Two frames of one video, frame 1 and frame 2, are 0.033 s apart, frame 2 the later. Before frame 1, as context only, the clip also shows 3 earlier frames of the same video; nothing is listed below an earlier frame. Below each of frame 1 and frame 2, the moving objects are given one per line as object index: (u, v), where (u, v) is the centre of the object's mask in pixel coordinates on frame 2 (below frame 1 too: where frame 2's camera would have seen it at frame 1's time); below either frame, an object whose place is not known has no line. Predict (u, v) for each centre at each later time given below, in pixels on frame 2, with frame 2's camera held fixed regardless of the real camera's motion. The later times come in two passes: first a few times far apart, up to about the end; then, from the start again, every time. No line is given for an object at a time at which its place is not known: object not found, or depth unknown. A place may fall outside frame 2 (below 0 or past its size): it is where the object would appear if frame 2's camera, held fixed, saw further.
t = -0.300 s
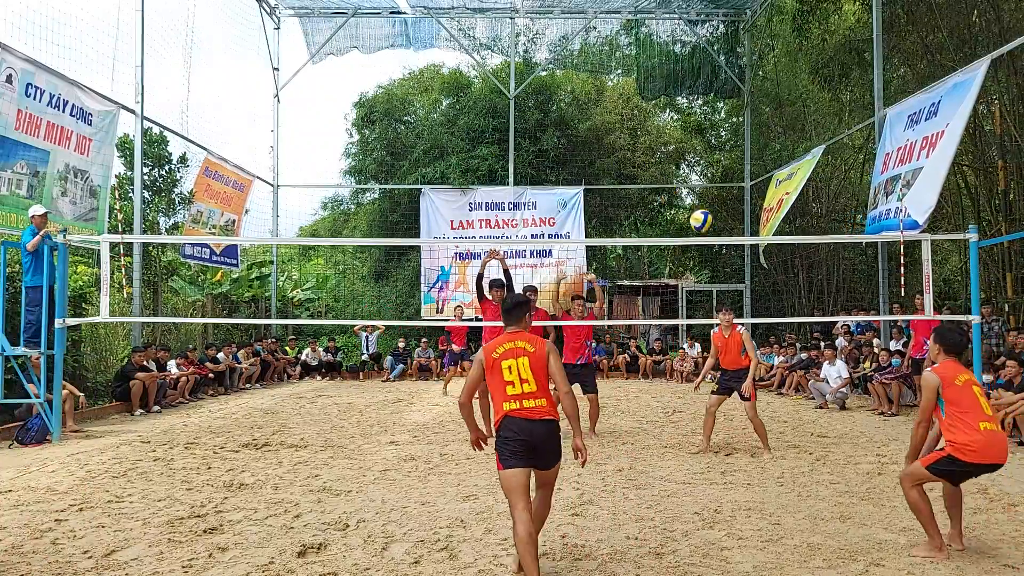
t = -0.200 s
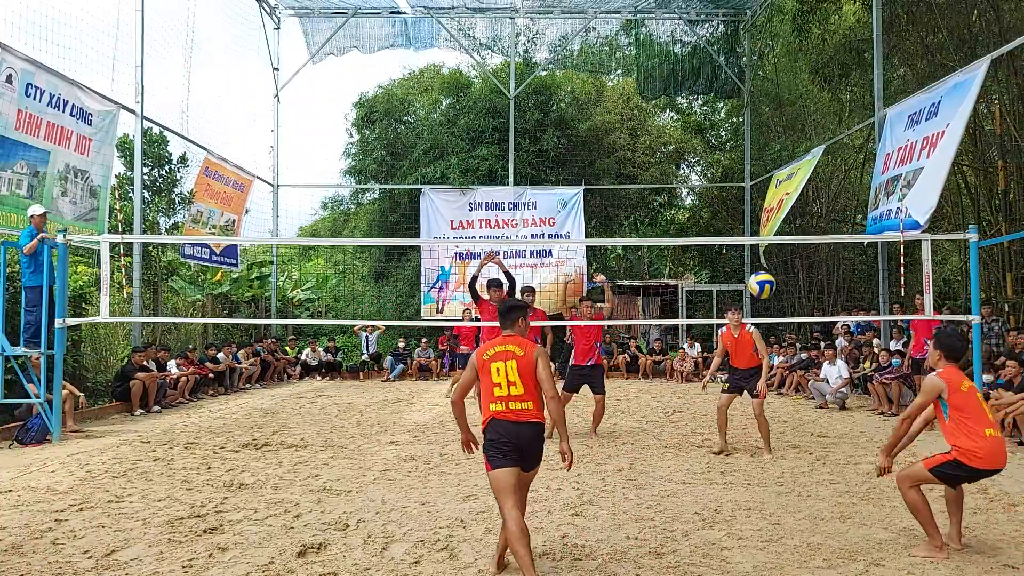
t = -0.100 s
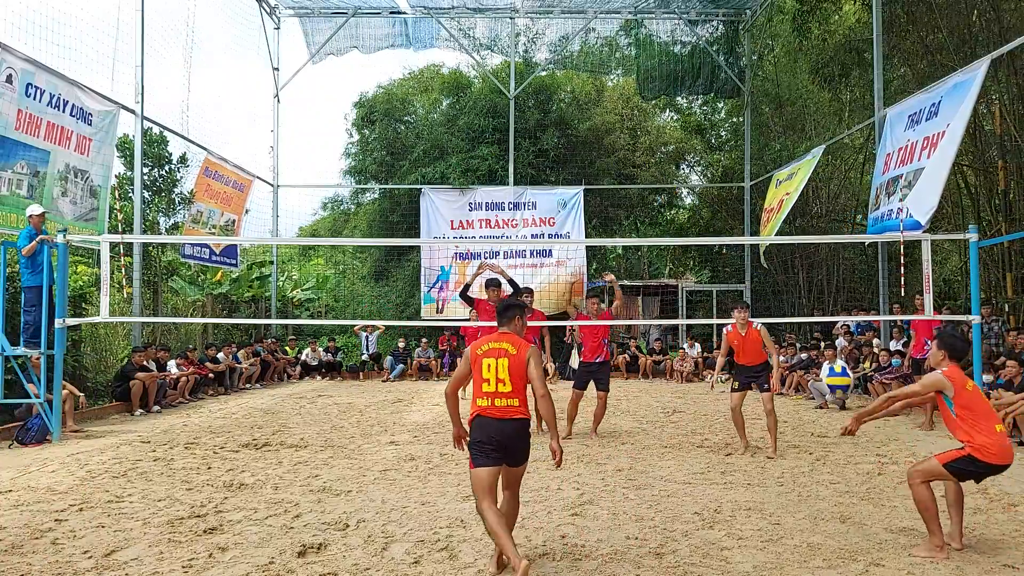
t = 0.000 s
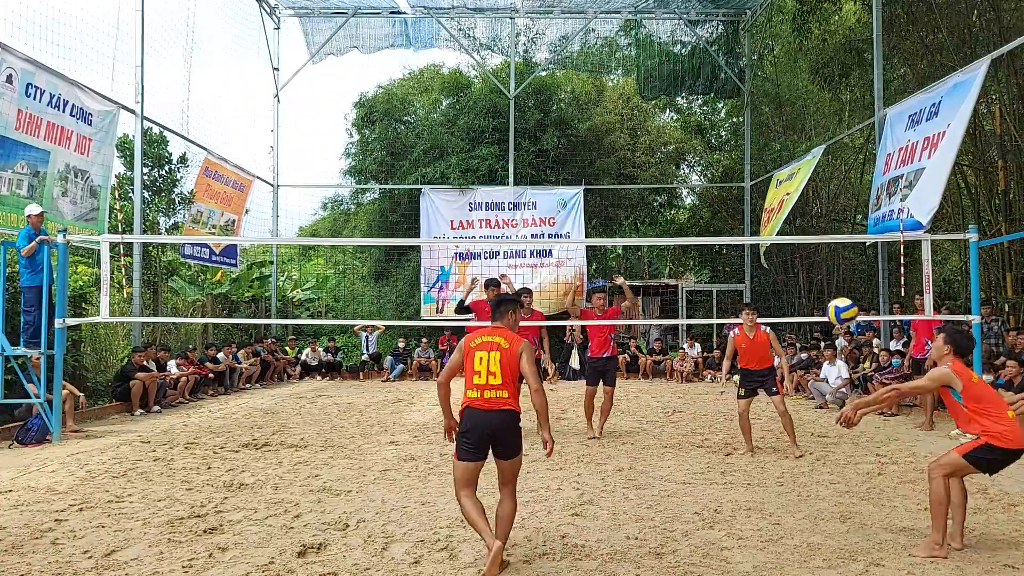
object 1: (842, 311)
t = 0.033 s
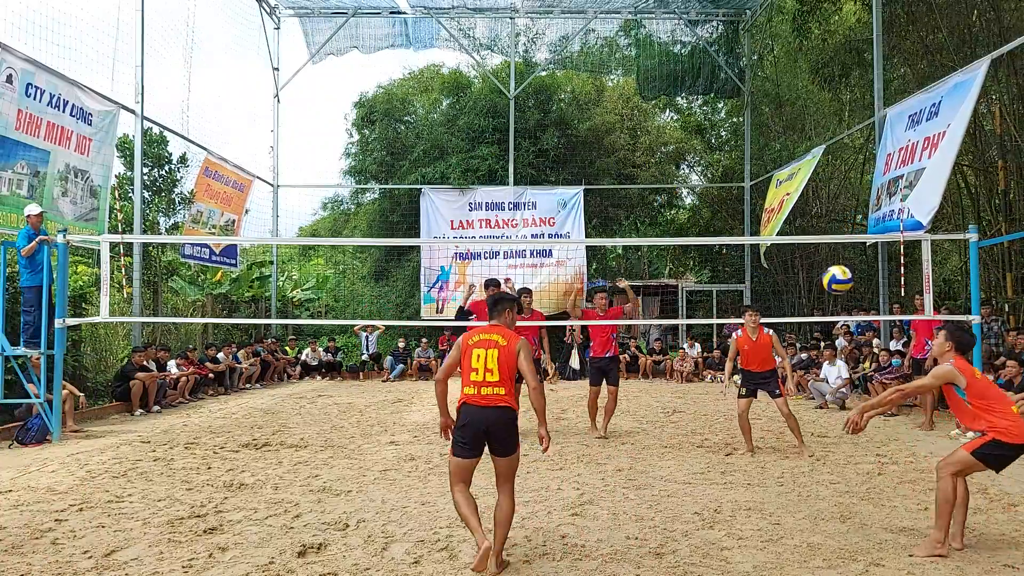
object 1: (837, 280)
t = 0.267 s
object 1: (814, 114)
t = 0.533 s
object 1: (793, 28)
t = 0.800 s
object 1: (775, 28)
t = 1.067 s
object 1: (761, 99)
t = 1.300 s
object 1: (749, 208)
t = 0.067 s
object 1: (834, 250)
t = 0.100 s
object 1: (829, 221)
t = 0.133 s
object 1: (826, 196)
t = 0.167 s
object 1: (823, 173)
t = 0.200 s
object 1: (820, 151)
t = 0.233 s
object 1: (816, 132)
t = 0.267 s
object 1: (814, 114)
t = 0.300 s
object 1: (811, 97)
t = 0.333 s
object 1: (808, 83)
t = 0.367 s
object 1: (805, 70)
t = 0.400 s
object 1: (802, 58)
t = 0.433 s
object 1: (800, 48)
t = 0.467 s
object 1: (798, 40)
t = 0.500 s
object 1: (795, 33)
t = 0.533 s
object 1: (793, 28)
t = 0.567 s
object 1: (790, 23)
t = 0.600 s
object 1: (788, 21)
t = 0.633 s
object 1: (786, 19)
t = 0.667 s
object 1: (784, 18)
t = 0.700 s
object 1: (782, 18)
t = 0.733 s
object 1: (780, 21)
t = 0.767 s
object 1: (777, 23)
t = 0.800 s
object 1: (775, 28)
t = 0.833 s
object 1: (773, 33)
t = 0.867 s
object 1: (771, 40)
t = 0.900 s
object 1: (769, 47)
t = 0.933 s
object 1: (767, 55)
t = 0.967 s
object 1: (766, 64)
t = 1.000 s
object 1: (764, 75)
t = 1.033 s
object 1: (763, 86)
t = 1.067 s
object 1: (761, 99)
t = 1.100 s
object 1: (758, 112)
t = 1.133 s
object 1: (757, 126)
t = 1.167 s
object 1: (756, 141)
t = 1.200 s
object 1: (754, 156)
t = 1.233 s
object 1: (752, 173)
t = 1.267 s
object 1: (751, 189)
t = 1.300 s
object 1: (749, 208)
